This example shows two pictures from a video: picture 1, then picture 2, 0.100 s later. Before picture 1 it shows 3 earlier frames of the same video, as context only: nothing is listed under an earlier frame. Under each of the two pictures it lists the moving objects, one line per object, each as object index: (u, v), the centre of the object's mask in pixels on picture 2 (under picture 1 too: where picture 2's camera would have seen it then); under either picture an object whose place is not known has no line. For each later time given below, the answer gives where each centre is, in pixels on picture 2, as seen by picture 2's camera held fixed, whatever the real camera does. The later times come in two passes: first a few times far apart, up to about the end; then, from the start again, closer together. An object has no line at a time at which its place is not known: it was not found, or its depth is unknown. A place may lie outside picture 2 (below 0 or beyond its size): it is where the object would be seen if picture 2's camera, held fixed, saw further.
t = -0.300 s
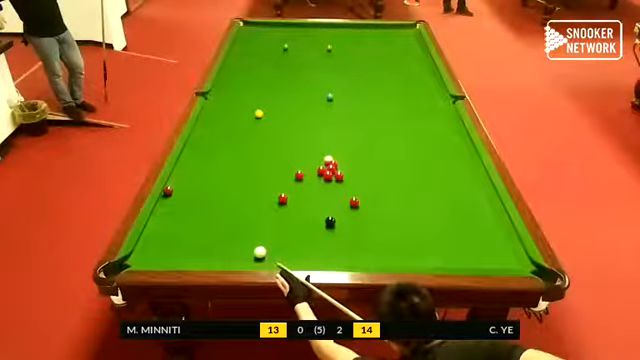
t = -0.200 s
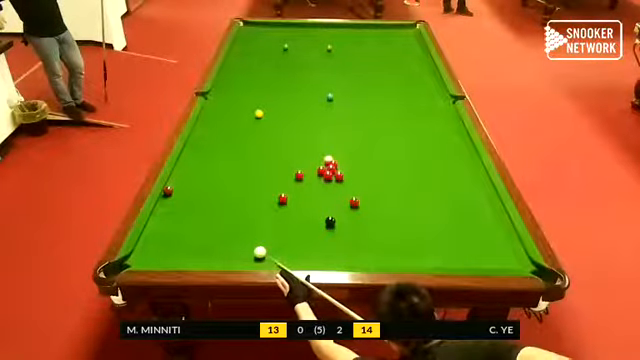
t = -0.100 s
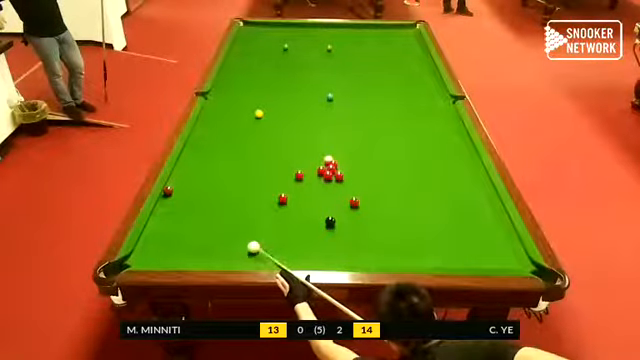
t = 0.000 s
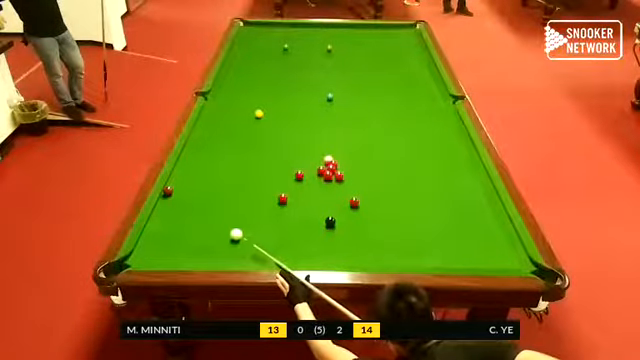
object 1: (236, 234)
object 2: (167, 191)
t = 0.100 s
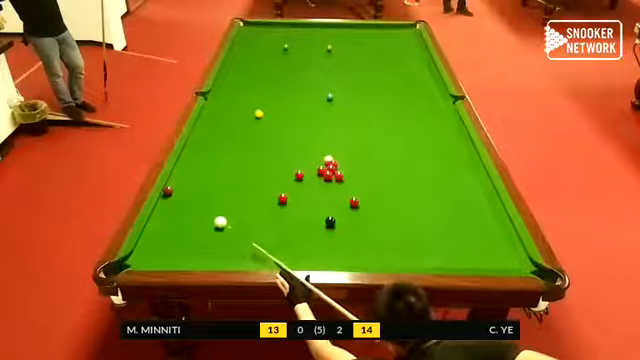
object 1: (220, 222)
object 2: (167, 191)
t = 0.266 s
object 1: (196, 204)
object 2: (167, 190)
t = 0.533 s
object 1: (188, 178)
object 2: (173, 191)
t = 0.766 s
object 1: (198, 159)
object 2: (183, 191)
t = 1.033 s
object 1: (209, 140)
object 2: (193, 192)
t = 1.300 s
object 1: (218, 124)
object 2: (201, 193)
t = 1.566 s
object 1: (226, 110)
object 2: (209, 194)
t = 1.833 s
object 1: (233, 98)
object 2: (215, 194)
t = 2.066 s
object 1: (238, 89)
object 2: (219, 194)
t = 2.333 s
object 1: (243, 79)
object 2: (222, 194)
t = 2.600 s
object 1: (248, 71)
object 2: (224, 195)
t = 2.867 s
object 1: (253, 63)
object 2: (224, 195)
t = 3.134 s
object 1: (257, 56)
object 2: (224, 195)
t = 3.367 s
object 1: (260, 51)
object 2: (224, 195)
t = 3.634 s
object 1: (263, 45)
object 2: (224, 195)
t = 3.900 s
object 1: (266, 40)
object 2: (224, 195)
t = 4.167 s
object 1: (269, 36)
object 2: (224, 195)
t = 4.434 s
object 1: (272, 32)
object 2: (224, 194)
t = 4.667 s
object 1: (274, 28)
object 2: (225, 194)
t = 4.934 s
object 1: (277, 25)
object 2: (224, 194)
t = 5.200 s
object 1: (277, 24)
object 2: (224, 194)
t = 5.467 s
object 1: (278, 26)
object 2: (224, 194)
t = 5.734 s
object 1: (278, 28)
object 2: (224, 194)
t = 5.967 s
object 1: (279, 28)
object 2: (225, 194)
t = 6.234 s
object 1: (279, 30)
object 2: (224, 194)
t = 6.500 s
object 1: (279, 31)
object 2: (224, 194)
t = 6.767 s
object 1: (279, 32)
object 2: (224, 194)
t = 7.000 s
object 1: (279, 32)
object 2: (224, 194)
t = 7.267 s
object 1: (279, 33)
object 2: (224, 194)
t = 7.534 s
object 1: (279, 33)
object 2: (224, 194)
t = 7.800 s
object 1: (279, 33)
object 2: (224, 194)
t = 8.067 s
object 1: (279, 33)
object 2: (224, 194)
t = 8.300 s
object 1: (279, 33)
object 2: (224, 194)
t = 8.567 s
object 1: (280, 33)
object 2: (224, 194)
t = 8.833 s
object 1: (279, 33)
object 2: (224, 194)
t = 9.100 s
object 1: (280, 33)
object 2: (224, 194)
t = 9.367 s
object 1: (279, 33)
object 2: (224, 194)
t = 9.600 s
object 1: (280, 33)
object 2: (224, 194)
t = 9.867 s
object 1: (280, 32)
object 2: (224, 194)
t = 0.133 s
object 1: (215, 218)
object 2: (167, 191)
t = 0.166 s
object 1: (211, 215)
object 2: (167, 191)
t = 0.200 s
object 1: (205, 211)
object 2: (167, 190)
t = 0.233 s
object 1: (200, 207)
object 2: (167, 190)
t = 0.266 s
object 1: (196, 204)
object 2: (167, 190)
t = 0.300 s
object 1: (191, 200)
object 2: (167, 190)
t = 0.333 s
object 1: (187, 197)
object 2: (167, 190)
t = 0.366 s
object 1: (182, 194)
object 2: (167, 191)
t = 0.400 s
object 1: (178, 190)
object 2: (167, 191)
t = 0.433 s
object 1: (180, 187)
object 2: (168, 190)
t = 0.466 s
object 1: (183, 184)
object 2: (170, 190)
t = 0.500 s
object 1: (185, 181)
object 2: (172, 190)
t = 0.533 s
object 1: (188, 178)
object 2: (173, 191)
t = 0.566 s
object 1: (190, 175)
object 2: (174, 191)
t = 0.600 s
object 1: (191, 172)
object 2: (175, 190)
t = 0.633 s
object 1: (192, 170)
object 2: (177, 191)
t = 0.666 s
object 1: (194, 167)
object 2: (179, 191)
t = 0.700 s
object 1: (195, 164)
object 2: (181, 191)
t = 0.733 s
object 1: (197, 162)
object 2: (182, 191)
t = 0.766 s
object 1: (198, 159)
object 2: (183, 191)
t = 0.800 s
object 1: (200, 157)
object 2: (185, 192)
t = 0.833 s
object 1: (201, 154)
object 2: (186, 191)
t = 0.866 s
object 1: (202, 152)
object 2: (188, 191)
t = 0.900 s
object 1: (203, 149)
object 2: (188, 192)
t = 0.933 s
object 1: (205, 147)
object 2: (189, 192)
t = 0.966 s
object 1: (207, 145)
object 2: (191, 192)
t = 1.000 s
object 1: (208, 142)
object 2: (192, 192)
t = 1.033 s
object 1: (209, 140)
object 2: (193, 192)
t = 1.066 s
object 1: (210, 138)
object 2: (195, 193)
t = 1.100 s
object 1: (211, 136)
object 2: (195, 192)
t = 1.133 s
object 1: (212, 134)
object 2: (197, 192)
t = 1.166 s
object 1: (214, 132)
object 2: (197, 193)
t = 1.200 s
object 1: (215, 130)
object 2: (199, 193)
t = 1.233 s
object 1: (216, 128)
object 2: (199, 193)
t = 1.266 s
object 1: (217, 126)
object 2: (201, 193)
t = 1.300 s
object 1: (218, 124)
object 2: (201, 193)
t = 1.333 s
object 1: (219, 122)
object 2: (203, 193)
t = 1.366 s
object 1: (220, 120)
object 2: (204, 193)
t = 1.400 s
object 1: (221, 119)
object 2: (205, 193)
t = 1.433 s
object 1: (222, 117)
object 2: (206, 193)
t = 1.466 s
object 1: (223, 115)
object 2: (207, 193)
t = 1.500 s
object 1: (224, 113)
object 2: (208, 193)
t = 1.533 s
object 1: (225, 112)
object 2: (209, 193)
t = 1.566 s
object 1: (226, 110)
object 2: (209, 194)
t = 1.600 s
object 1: (227, 109)
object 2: (210, 194)
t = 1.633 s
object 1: (227, 107)
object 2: (210, 194)
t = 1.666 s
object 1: (228, 105)
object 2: (212, 194)
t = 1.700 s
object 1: (229, 103)
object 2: (212, 194)
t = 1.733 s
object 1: (231, 102)
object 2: (213, 194)
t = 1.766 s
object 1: (231, 101)
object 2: (214, 194)
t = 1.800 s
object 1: (232, 99)
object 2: (214, 194)
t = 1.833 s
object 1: (233, 98)
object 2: (215, 194)
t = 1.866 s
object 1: (234, 96)
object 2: (216, 194)
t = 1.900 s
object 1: (234, 95)
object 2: (216, 194)
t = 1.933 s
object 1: (235, 94)
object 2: (217, 194)
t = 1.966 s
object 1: (236, 92)
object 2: (217, 194)
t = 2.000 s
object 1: (237, 91)
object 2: (218, 194)
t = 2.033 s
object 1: (238, 90)
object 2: (218, 194)
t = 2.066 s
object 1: (238, 89)
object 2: (219, 194)
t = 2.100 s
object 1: (239, 87)
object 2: (220, 194)
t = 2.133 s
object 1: (239, 86)
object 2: (220, 194)
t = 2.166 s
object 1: (240, 85)
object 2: (220, 194)
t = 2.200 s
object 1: (241, 84)
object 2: (221, 194)
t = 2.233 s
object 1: (241, 82)
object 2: (221, 194)
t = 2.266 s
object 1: (242, 81)
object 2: (222, 194)
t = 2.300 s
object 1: (243, 80)
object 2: (222, 194)
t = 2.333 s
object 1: (243, 79)
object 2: (222, 194)
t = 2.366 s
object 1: (244, 78)
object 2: (222, 194)
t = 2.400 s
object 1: (245, 77)
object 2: (223, 194)
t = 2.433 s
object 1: (245, 76)
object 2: (223, 195)
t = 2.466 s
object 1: (246, 74)
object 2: (223, 194)
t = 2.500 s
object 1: (247, 73)
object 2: (224, 195)
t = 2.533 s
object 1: (247, 73)
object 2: (224, 195)
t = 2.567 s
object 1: (248, 71)
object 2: (224, 194)
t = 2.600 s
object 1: (248, 71)
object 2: (224, 195)
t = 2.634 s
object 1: (249, 69)
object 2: (224, 195)
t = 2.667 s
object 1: (249, 69)
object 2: (224, 195)
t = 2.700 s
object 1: (250, 68)
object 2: (224, 195)
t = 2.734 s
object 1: (251, 66)
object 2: (224, 195)
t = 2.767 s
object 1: (251, 66)
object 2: (224, 195)
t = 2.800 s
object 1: (252, 65)
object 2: (224, 195)
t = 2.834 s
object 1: (252, 64)
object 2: (224, 195)
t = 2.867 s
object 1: (253, 63)
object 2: (224, 195)
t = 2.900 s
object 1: (253, 62)
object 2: (223, 194)
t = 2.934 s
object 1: (254, 61)
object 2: (225, 196)
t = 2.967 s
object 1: (254, 60)
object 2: (224, 195)
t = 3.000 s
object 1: (255, 59)
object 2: (224, 195)
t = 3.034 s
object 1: (255, 59)
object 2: (224, 195)
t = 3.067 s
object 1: (256, 58)
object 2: (224, 194)
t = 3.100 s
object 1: (256, 57)
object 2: (224, 194)
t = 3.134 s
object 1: (257, 56)
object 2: (224, 195)
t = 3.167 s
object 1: (257, 56)
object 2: (224, 195)
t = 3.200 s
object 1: (258, 55)
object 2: (224, 194)
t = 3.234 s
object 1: (258, 54)
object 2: (224, 195)
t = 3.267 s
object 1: (258, 54)
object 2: (224, 194)
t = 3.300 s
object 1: (259, 52)
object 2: (224, 195)
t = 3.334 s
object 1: (259, 52)
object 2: (224, 195)
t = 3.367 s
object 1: (260, 51)
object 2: (224, 195)
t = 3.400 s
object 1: (260, 50)
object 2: (224, 195)
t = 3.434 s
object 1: (261, 49)
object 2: (224, 194)
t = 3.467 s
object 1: (261, 48)
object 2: (224, 195)
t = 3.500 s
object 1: (262, 48)
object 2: (224, 194)
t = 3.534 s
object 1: (262, 47)
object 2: (224, 195)
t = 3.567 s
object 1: (262, 47)
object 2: (224, 194)
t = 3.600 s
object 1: (263, 46)
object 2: (224, 195)
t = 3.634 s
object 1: (263, 45)
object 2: (224, 195)
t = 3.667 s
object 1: (264, 44)
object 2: (224, 194)
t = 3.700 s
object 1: (264, 44)
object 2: (224, 195)
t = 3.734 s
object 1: (264, 43)
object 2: (224, 194)
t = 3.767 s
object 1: (264, 43)
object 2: (224, 195)
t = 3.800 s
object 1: (265, 42)
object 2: (224, 195)
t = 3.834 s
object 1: (265, 42)
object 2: (224, 194)
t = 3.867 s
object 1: (265, 42)
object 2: (224, 195)
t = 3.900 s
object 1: (266, 40)
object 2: (224, 195)
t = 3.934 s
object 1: (267, 39)
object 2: (224, 195)
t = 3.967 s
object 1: (267, 38)
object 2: (224, 195)
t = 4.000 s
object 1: (267, 38)
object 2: (224, 194)
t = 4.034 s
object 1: (268, 37)
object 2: (224, 195)
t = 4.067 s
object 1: (268, 37)
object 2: (224, 195)
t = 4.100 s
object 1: (269, 36)
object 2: (224, 195)
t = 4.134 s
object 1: (269, 36)
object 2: (224, 194)
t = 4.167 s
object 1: (269, 36)
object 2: (224, 195)
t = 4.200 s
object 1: (270, 35)
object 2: (224, 195)
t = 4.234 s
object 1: (270, 35)
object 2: (224, 195)
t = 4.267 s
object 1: (270, 34)
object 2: (224, 195)
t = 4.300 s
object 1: (270, 34)
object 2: (224, 194)
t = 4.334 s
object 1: (271, 33)
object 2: (224, 194)
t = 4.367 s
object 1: (271, 33)
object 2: (224, 194)
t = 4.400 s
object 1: (272, 32)
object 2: (224, 194)
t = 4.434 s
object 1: (272, 32)
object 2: (224, 194)
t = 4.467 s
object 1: (272, 31)
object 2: (224, 194)
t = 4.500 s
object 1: (272, 31)
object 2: (225, 194)
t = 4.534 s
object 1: (273, 30)
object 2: (224, 194)
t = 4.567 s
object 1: (273, 30)
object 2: (224, 194)
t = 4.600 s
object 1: (273, 30)
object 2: (224, 194)
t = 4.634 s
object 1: (274, 29)
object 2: (224, 194)
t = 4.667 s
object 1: (274, 28)
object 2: (225, 194)
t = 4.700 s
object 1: (274, 28)
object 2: (224, 194)
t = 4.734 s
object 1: (275, 27)
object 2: (224, 195)
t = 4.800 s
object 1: (275, 27)
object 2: (224, 194)
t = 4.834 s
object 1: (275, 27)
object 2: (224, 195)
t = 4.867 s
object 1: (276, 26)
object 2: (224, 194)
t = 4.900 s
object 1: (277, 25)
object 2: (224, 194)
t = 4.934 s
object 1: (277, 25)
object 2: (224, 194)
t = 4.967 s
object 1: (277, 25)
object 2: (224, 194)
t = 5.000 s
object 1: (277, 24)
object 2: (224, 194)
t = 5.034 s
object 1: (277, 24)
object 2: (225, 194)
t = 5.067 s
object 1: (277, 24)
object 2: (224, 194)
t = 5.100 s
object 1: (277, 24)
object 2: (224, 194)
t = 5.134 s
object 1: (277, 24)
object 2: (224, 194)
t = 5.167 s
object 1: (277, 24)
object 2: (224, 194)
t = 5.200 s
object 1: (277, 24)
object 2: (224, 194)
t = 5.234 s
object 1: (277, 24)
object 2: (224, 194)
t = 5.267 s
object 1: (278, 25)
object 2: (224, 194)
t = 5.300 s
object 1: (278, 25)
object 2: (225, 194)
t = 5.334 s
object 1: (278, 25)
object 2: (224, 194)
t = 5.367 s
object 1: (278, 25)
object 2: (224, 194)
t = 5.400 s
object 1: (278, 25)
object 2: (224, 194)
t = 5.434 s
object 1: (278, 25)
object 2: (224, 194)
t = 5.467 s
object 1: (278, 26)
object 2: (224, 194)
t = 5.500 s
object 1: (278, 27)
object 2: (224, 194)
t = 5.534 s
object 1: (278, 27)
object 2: (224, 194)
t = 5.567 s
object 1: (278, 27)
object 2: (224, 194)
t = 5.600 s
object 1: (278, 27)
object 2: (224, 194)
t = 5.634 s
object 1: (278, 27)
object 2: (224, 194)
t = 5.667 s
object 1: (278, 27)
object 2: (224, 194)
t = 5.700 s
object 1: (278, 28)
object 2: (224, 194)
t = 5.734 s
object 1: (278, 28)
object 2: (224, 194)
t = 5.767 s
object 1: (279, 28)
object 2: (224, 194)
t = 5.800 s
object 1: (279, 28)
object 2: (225, 194)
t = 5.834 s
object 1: (279, 28)
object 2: (224, 194)
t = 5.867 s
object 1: (279, 28)
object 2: (224, 194)
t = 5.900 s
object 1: (279, 28)
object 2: (225, 194)
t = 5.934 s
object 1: (279, 28)
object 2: (224, 194)
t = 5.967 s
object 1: (279, 28)
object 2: (225, 194)
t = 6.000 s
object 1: (279, 28)
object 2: (225, 194)
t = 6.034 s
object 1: (279, 29)
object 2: (224, 194)
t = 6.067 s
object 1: (279, 29)
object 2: (225, 194)
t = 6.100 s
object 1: (279, 29)
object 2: (224, 194)
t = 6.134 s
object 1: (279, 29)
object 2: (225, 194)
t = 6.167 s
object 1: (279, 30)
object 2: (225, 194)
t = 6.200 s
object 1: (279, 30)
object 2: (224, 194)
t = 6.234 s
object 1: (279, 30)
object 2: (224, 194)
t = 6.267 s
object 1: (279, 30)
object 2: (224, 194)
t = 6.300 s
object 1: (279, 30)
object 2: (225, 194)
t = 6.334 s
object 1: (279, 30)
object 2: (224, 194)
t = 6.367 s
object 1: (279, 31)
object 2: (224, 194)
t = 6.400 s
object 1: (279, 31)
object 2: (224, 194)
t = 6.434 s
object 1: (280, 31)
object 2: (224, 194)
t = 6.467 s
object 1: (279, 31)
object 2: (224, 194)
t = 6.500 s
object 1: (279, 31)
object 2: (224, 194)
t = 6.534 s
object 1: (279, 31)
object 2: (224, 194)
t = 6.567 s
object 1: (279, 31)
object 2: (224, 194)
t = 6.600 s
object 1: (280, 32)
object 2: (224, 194)
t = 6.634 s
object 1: (279, 32)
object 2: (224, 194)
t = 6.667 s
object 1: (279, 32)
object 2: (224, 194)
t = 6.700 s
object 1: (279, 32)
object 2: (224, 194)
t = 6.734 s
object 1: (279, 32)
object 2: (224, 194)
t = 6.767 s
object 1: (279, 32)
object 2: (224, 194)
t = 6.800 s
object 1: (279, 32)
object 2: (224, 194)
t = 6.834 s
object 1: (279, 32)
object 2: (224, 194)
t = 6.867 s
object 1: (279, 32)
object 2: (224, 194)
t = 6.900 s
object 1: (279, 32)
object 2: (224, 194)
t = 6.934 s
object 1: (279, 32)
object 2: (224, 194)
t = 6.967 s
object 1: (279, 32)
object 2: (224, 194)
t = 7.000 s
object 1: (279, 32)
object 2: (224, 194)
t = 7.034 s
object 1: (279, 32)
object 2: (224, 194)
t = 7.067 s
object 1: (279, 32)
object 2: (224, 194)
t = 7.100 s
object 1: (279, 32)
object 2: (224, 194)
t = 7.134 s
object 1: (279, 32)
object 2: (225, 194)
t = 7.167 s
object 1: (279, 32)
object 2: (224, 194)
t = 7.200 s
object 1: (279, 32)
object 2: (224, 194)
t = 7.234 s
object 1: (279, 32)
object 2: (224, 194)
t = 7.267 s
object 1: (279, 33)
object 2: (224, 194)
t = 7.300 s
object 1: (279, 33)
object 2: (224, 194)
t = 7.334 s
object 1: (279, 33)
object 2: (224, 194)
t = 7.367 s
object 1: (279, 33)
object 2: (224, 194)
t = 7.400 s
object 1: (279, 33)
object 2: (224, 194)
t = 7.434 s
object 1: (279, 33)
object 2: (224, 194)
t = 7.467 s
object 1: (279, 33)
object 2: (224, 194)
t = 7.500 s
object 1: (279, 33)
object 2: (224, 194)
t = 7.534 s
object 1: (279, 33)
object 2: (224, 194)
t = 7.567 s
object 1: (279, 33)
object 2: (224, 194)
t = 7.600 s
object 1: (279, 33)
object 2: (224, 194)
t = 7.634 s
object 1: (279, 33)
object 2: (224, 194)
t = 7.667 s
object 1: (279, 33)
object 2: (224, 194)
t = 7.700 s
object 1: (279, 33)
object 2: (224, 194)
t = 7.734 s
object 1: (279, 33)
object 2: (224, 194)
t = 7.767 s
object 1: (279, 33)
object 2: (224, 194)
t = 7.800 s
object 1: (279, 33)
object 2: (224, 194)
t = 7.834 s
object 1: (279, 33)
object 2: (224, 194)
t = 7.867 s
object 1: (279, 33)
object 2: (224, 194)
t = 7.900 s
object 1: (279, 33)
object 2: (224, 194)
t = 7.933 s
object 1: (279, 33)
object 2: (224, 194)
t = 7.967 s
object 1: (279, 33)
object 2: (224, 194)
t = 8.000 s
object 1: (279, 33)
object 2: (224, 194)
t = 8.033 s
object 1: (279, 33)
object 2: (224, 194)
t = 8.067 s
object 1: (279, 33)
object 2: (224, 194)
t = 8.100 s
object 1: (279, 33)
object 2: (224, 194)
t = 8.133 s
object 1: (279, 33)
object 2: (224, 194)
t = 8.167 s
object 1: (279, 33)
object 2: (224, 194)
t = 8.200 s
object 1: (279, 33)
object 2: (224, 194)
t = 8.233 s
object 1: (279, 33)
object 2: (224, 194)
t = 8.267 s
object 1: (279, 33)
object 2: (224, 194)
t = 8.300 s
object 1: (279, 33)
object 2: (224, 194)
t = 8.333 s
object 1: (279, 33)
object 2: (224, 194)
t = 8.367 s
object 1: (279, 33)
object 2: (224, 194)
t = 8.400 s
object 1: (279, 33)
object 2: (224, 194)
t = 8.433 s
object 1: (279, 33)
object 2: (224, 194)
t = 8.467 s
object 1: (279, 33)
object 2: (224, 194)
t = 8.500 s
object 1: (280, 33)
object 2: (224, 194)
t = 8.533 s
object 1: (280, 33)
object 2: (224, 194)
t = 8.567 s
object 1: (280, 33)
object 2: (224, 194)
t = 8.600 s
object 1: (279, 33)
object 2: (224, 194)
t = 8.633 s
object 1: (280, 33)
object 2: (224, 194)
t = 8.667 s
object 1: (280, 33)
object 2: (224, 194)
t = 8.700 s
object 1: (280, 33)
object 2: (224, 194)
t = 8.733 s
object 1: (279, 33)
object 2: (224, 194)
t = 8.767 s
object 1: (279, 33)
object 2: (224, 194)
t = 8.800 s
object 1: (279, 33)
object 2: (224, 194)
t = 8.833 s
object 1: (279, 33)
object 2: (224, 194)
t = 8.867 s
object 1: (279, 33)
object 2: (224, 194)
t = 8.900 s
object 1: (279, 33)
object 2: (224, 194)
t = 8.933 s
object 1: (279, 33)
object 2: (224, 194)
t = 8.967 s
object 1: (279, 33)
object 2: (224, 194)
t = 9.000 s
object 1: (279, 33)
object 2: (224, 194)
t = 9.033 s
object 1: (279, 33)
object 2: (224, 194)
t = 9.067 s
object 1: (279, 33)
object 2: (224, 194)
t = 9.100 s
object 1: (280, 33)
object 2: (224, 194)
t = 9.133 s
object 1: (280, 33)
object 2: (224, 194)
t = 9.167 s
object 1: (279, 33)
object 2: (224, 194)
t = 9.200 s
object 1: (279, 33)
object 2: (224, 194)
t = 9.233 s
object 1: (279, 33)
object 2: (224, 194)
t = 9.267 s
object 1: (279, 33)
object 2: (224, 194)
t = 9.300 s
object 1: (279, 33)
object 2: (224, 194)
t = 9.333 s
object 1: (279, 33)
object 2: (224, 194)
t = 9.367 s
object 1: (279, 33)
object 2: (224, 194)
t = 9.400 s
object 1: (279, 33)
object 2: (224, 194)
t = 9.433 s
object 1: (279, 33)
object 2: (224, 194)
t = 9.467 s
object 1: (279, 33)
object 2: (224, 194)
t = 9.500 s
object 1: (279, 33)
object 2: (224, 193)
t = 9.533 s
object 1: (280, 33)
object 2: (224, 194)
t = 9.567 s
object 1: (280, 33)
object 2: (224, 194)
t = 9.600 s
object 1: (280, 33)
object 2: (224, 194)
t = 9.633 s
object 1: (280, 33)
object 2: (224, 194)
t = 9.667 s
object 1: (280, 33)
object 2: (224, 194)
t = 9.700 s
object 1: (280, 33)
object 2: (224, 194)
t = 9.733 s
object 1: (280, 32)
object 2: (224, 194)
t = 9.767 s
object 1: (280, 32)
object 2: (224, 194)
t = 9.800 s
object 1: (280, 32)
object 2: (224, 194)
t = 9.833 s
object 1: (280, 32)
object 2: (224, 194)
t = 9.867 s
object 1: (280, 32)
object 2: (224, 194)
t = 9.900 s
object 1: (279, 32)
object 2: (224, 194)
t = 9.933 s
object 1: (279, 33)
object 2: (224, 194)
